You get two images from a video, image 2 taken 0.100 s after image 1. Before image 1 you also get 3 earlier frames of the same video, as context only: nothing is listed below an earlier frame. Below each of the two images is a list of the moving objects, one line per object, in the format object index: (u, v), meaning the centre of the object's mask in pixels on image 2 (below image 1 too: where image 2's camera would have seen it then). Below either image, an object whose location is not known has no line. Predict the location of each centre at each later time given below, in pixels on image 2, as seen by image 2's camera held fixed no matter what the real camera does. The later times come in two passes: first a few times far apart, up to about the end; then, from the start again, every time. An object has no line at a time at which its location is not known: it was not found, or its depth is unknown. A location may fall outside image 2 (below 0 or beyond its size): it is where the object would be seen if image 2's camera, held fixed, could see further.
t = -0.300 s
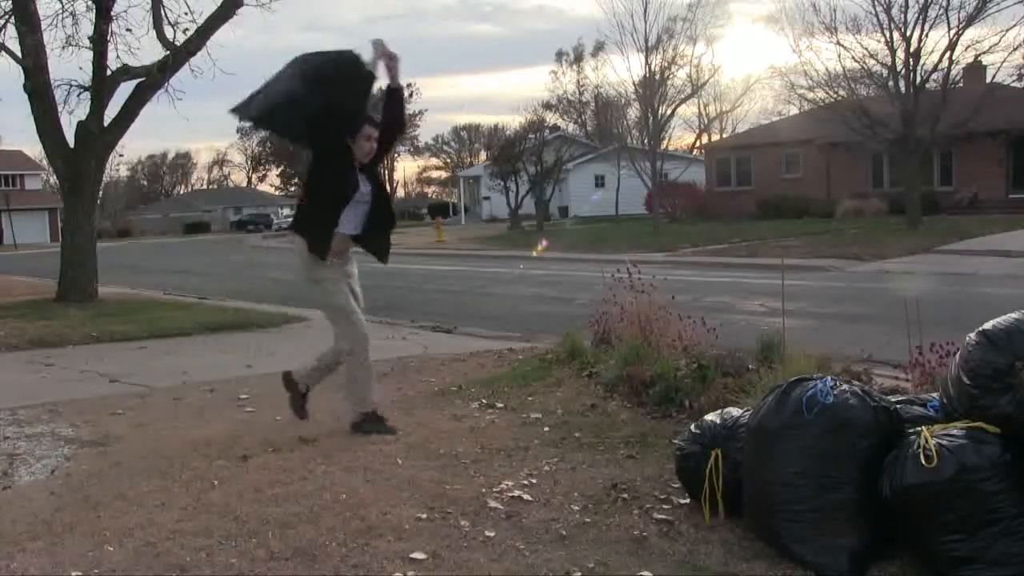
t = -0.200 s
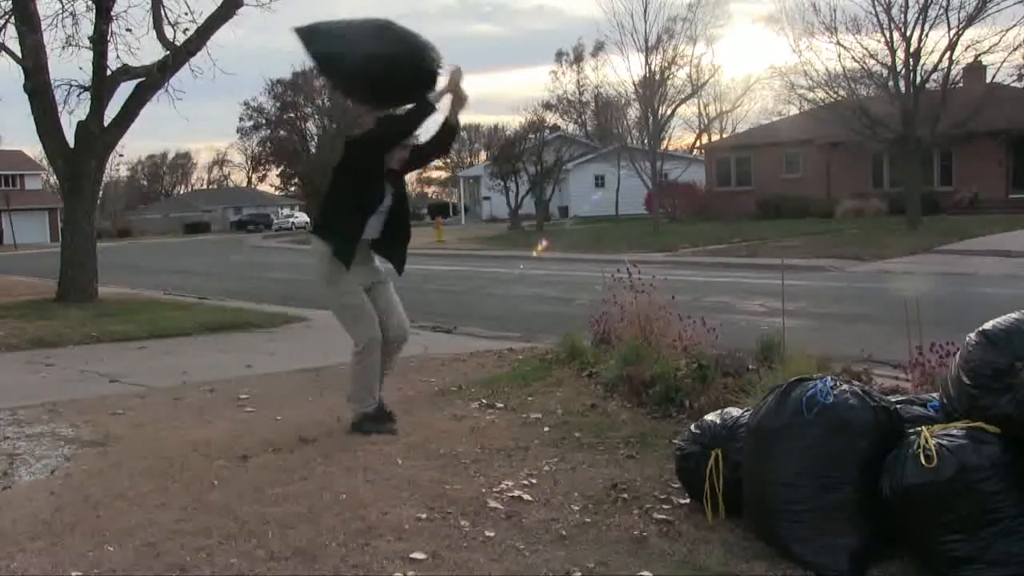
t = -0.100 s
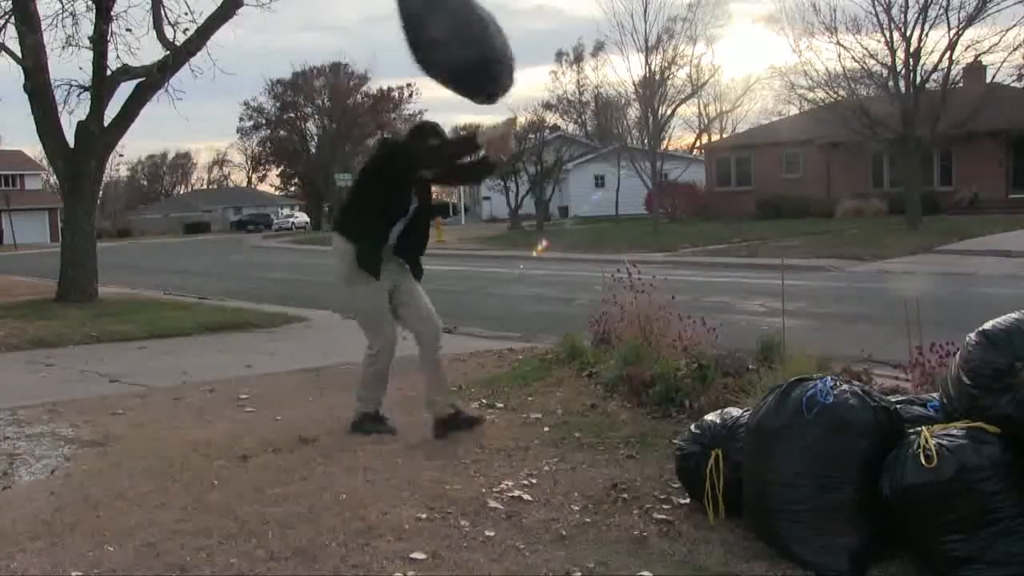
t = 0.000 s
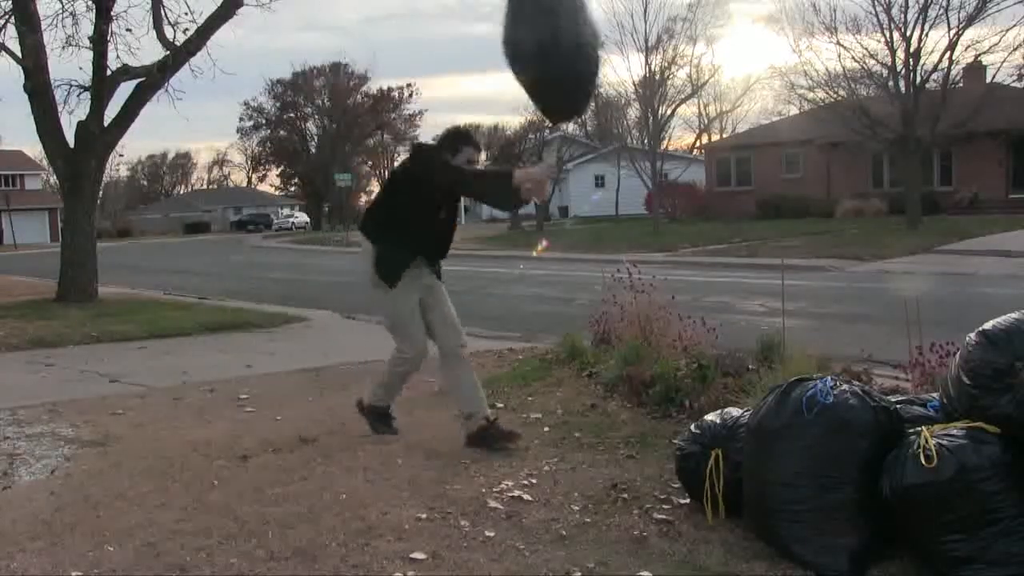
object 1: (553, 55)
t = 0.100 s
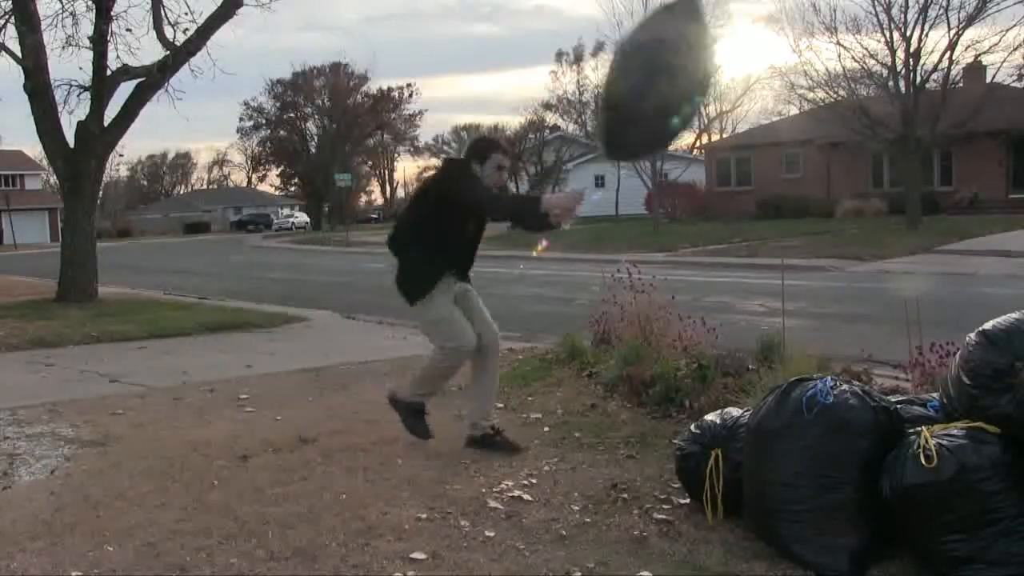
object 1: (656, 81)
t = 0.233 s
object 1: (784, 206)
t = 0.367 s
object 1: (806, 363)
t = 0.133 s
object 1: (690, 106)
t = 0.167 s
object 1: (723, 132)
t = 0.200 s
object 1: (754, 167)
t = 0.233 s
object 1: (784, 206)
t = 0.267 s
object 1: (801, 254)
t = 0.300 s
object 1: (810, 307)
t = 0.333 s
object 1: (808, 344)
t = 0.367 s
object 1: (806, 363)
